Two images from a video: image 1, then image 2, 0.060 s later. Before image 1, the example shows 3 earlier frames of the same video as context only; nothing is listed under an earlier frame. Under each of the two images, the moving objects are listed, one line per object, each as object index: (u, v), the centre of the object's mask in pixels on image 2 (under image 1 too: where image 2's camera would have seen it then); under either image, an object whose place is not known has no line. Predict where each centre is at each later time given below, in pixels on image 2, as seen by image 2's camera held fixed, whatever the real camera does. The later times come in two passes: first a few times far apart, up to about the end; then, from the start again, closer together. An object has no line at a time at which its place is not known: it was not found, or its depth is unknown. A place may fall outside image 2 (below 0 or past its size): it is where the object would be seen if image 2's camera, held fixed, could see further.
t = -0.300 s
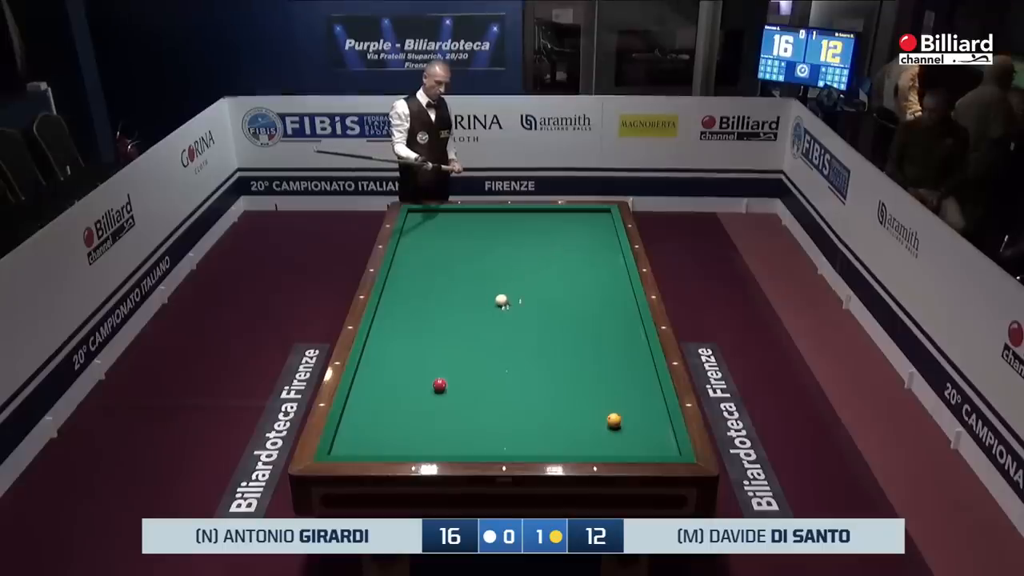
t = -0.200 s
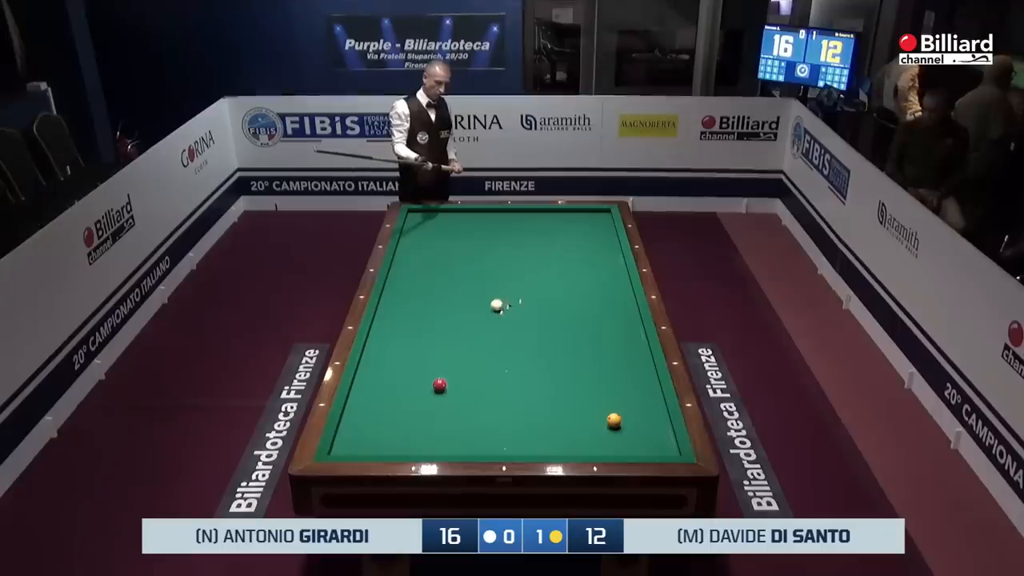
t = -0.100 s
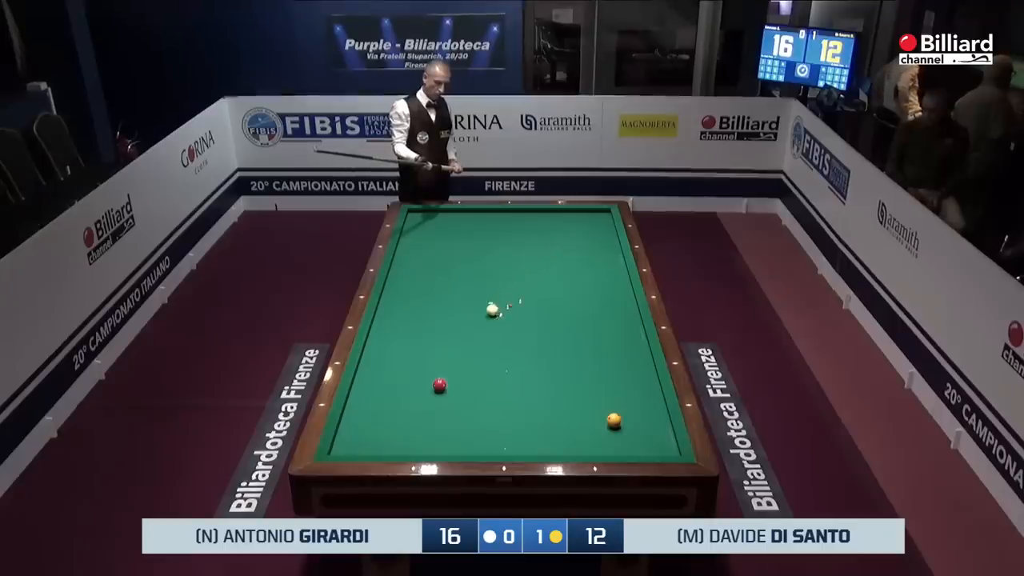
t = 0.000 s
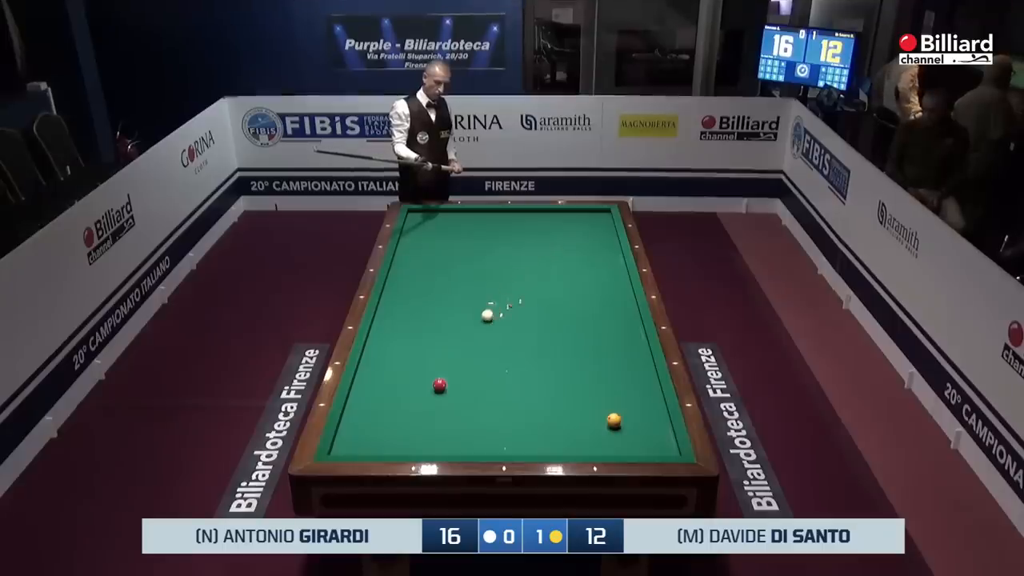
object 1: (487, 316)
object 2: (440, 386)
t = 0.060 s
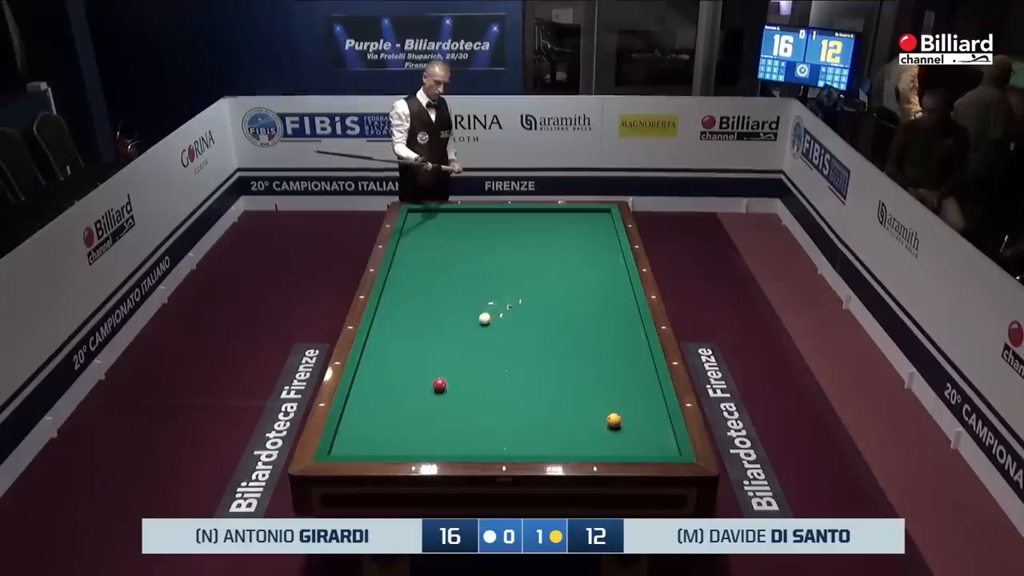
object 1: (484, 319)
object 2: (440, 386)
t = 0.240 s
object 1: (476, 329)
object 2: (440, 386)
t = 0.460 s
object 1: (465, 341)
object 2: (440, 386)
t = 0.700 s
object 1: (453, 355)
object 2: (440, 386)
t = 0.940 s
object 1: (440, 370)
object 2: (440, 386)
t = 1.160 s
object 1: (426, 382)
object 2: (441, 387)
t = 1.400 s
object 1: (408, 394)
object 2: (445, 390)
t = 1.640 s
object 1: (388, 405)
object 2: (449, 393)
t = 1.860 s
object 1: (370, 416)
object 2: (453, 396)
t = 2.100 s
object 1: (351, 428)
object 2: (456, 399)
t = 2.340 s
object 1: (345, 439)
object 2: (459, 402)
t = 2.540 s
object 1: (350, 446)
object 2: (462, 404)
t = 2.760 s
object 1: (357, 449)
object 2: (464, 406)
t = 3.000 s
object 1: (367, 447)
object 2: (466, 407)
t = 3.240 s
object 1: (375, 443)
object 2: (468, 409)
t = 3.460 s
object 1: (383, 439)
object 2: (470, 410)
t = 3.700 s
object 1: (391, 434)
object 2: (471, 411)
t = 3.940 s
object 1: (399, 430)
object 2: (473, 412)
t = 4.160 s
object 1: (405, 428)
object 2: (473, 412)
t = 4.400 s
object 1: (411, 424)
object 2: (474, 412)
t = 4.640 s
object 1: (417, 421)
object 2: (474, 412)
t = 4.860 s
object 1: (422, 419)
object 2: (474, 412)
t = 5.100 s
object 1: (427, 416)
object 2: (474, 412)
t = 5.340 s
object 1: (431, 414)
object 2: (474, 412)
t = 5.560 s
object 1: (434, 412)
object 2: (474, 412)
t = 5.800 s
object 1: (438, 410)
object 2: (474, 412)
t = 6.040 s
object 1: (440, 409)
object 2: (474, 412)
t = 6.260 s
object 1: (443, 408)
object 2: (474, 412)
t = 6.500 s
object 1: (445, 407)
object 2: (474, 412)
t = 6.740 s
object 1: (446, 406)
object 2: (474, 412)
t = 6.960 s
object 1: (448, 405)
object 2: (474, 412)
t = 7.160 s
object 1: (448, 405)
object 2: (474, 412)
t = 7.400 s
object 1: (449, 405)
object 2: (474, 412)
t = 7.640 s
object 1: (449, 405)
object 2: (474, 412)
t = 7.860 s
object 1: (449, 405)
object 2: (474, 412)
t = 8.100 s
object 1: (449, 405)
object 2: (474, 412)
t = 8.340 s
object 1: (449, 405)
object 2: (474, 412)
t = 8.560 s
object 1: (449, 405)
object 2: (474, 412)
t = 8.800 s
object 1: (449, 405)
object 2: (474, 412)
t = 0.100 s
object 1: (482, 321)
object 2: (440, 386)
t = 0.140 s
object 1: (480, 323)
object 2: (440, 386)
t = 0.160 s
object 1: (480, 325)
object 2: (440, 386)
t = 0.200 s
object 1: (478, 327)
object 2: (440, 386)
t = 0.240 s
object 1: (476, 329)
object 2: (440, 386)
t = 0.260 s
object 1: (475, 330)
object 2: (440, 386)
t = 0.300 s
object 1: (473, 332)
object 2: (440, 386)
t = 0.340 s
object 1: (471, 334)
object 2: (440, 386)
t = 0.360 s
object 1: (470, 335)
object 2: (440, 386)
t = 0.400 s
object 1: (468, 338)
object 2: (440, 386)
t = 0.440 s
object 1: (466, 340)
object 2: (440, 386)
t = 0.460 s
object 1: (465, 341)
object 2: (440, 386)
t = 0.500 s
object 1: (463, 344)
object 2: (440, 386)
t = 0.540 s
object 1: (461, 346)
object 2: (440, 386)
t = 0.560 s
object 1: (460, 347)
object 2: (440, 386)
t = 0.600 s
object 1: (458, 349)
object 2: (440, 386)
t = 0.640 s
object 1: (456, 352)
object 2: (440, 386)
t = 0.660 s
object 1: (455, 353)
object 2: (440, 386)
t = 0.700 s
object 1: (453, 355)
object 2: (440, 386)
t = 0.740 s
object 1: (451, 358)
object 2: (440, 386)
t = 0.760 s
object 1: (450, 359)
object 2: (440, 386)
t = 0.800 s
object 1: (448, 361)
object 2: (440, 386)
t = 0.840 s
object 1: (445, 364)
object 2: (440, 386)
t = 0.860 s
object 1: (444, 365)
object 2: (440, 386)
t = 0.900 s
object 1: (442, 367)
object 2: (440, 386)
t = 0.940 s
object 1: (440, 370)
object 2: (440, 386)
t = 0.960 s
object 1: (438, 370)
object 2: (440, 386)
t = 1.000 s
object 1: (436, 372)
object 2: (440, 386)
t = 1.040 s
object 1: (434, 375)
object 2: (440, 386)
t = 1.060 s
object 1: (432, 376)
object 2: (440, 386)
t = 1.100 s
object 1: (430, 378)
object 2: (440, 386)
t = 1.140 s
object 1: (428, 381)
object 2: (441, 386)
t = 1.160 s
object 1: (426, 382)
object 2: (441, 387)
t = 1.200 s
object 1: (423, 384)
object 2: (442, 387)
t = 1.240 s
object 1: (420, 386)
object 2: (442, 388)
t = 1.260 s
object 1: (419, 387)
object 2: (443, 388)
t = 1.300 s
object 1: (416, 389)
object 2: (443, 389)
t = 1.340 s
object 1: (412, 391)
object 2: (444, 389)
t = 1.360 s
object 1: (411, 391)
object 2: (444, 390)
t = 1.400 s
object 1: (408, 394)
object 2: (445, 390)
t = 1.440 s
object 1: (405, 395)
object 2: (446, 391)
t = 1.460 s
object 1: (403, 396)
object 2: (446, 391)
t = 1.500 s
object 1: (400, 398)
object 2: (447, 391)
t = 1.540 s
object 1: (397, 400)
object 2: (448, 392)
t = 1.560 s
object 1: (395, 402)
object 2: (448, 392)
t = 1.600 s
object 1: (392, 403)
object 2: (449, 393)
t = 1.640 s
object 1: (388, 405)
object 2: (449, 393)
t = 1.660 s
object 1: (387, 406)
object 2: (450, 394)
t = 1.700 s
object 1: (384, 408)
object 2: (450, 394)
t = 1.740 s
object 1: (380, 411)
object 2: (451, 395)
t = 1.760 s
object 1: (379, 411)
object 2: (451, 395)
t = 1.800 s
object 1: (375, 414)
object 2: (452, 395)
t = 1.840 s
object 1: (372, 416)
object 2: (453, 396)
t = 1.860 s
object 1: (370, 416)
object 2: (453, 396)
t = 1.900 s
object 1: (367, 418)
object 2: (453, 397)
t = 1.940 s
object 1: (364, 421)
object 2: (454, 397)
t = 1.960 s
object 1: (362, 422)
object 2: (454, 397)
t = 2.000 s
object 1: (359, 424)
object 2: (455, 398)
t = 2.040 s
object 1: (356, 425)
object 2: (455, 398)
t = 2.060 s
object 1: (354, 426)
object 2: (456, 398)
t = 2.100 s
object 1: (351, 428)
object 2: (456, 399)
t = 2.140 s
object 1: (347, 431)
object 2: (457, 399)
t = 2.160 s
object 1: (346, 432)
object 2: (457, 400)
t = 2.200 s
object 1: (342, 434)
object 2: (458, 400)
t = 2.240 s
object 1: (343, 435)
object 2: (458, 401)
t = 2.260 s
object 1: (343, 436)
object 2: (459, 401)
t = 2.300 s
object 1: (344, 438)
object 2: (459, 401)
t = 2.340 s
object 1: (345, 439)
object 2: (459, 402)
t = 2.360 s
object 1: (345, 440)
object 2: (460, 402)
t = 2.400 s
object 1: (346, 441)
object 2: (460, 402)
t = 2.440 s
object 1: (347, 442)
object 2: (461, 402)
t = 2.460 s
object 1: (348, 444)
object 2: (461, 403)
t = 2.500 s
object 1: (349, 444)
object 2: (461, 403)
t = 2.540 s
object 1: (350, 446)
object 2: (462, 404)
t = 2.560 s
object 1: (351, 447)
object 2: (462, 404)
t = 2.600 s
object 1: (352, 447)
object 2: (462, 404)
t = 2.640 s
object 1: (353, 448)
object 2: (463, 405)
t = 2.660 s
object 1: (353, 448)
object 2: (463, 405)
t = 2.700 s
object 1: (354, 449)
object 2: (464, 405)
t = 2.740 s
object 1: (356, 450)
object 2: (464, 406)
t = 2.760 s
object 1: (357, 449)
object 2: (464, 406)
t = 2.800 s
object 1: (358, 448)
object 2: (465, 406)
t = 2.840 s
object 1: (360, 448)
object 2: (465, 406)
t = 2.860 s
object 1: (361, 448)
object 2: (465, 406)
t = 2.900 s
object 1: (362, 448)
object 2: (466, 406)
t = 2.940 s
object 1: (364, 447)
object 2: (466, 407)
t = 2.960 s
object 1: (365, 447)
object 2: (466, 407)
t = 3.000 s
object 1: (367, 447)
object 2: (466, 407)
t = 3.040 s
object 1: (368, 446)
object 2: (467, 407)
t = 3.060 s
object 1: (369, 446)
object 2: (467, 408)
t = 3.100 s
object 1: (370, 445)
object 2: (467, 408)
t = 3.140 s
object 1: (372, 444)
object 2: (468, 408)
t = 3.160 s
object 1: (373, 444)
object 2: (468, 408)
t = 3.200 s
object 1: (374, 443)
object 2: (468, 409)
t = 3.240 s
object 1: (375, 443)
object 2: (468, 409)
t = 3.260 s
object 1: (376, 442)
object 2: (469, 409)
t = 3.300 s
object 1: (378, 441)
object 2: (469, 409)
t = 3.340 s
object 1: (379, 440)
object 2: (469, 409)
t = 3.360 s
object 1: (380, 440)
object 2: (469, 410)
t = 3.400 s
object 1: (381, 439)
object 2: (470, 410)
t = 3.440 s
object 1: (383, 438)
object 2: (470, 410)
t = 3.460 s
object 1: (383, 439)
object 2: (470, 410)
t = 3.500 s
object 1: (385, 437)
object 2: (470, 410)
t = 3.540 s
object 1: (386, 437)
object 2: (470, 410)
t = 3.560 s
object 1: (387, 436)
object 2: (471, 411)
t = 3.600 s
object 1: (388, 436)
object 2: (471, 411)
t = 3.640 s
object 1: (389, 435)
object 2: (471, 411)
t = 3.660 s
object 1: (390, 435)
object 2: (471, 411)
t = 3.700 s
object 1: (391, 434)
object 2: (471, 411)
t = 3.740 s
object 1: (393, 433)
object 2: (472, 411)
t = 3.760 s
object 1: (393, 433)
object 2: (472, 411)
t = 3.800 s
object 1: (395, 432)
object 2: (472, 411)
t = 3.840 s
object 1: (396, 431)
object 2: (472, 411)
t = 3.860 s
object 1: (396, 431)
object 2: (472, 411)
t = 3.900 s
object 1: (398, 430)
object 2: (472, 411)
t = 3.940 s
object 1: (399, 430)
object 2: (473, 412)
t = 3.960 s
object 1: (399, 430)
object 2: (473, 412)
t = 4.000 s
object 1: (401, 429)
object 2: (473, 412)
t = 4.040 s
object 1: (402, 429)
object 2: (473, 412)
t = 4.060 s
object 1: (402, 428)
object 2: (473, 412)
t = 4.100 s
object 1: (403, 427)
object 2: (473, 412)
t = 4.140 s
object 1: (404, 428)
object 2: (473, 412)
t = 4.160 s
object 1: (405, 428)
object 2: (473, 412)
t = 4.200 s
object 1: (406, 427)
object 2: (473, 412)
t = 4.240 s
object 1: (407, 426)
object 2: (473, 412)
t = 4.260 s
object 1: (408, 426)
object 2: (473, 412)
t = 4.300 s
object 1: (409, 426)
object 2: (473, 412)
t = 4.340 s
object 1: (410, 425)
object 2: (474, 412)
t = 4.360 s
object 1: (410, 425)
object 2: (474, 412)
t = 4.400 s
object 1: (411, 424)
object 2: (474, 412)
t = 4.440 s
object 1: (412, 424)
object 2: (474, 412)
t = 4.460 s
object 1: (413, 423)
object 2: (474, 412)
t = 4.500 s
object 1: (414, 422)
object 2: (474, 412)
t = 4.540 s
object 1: (415, 422)
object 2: (474, 412)
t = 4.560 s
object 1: (415, 422)
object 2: (474, 412)
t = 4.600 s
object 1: (416, 421)
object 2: (474, 412)
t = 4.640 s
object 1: (417, 421)
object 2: (474, 412)
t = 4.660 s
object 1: (418, 420)
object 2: (474, 412)
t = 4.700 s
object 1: (418, 420)
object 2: (474, 412)
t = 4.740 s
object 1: (419, 420)
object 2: (474, 412)
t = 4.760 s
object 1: (420, 419)
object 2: (474, 412)
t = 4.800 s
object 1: (421, 419)
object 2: (474, 412)
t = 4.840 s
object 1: (421, 418)
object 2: (474, 412)
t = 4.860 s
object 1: (422, 419)
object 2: (474, 412)
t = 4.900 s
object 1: (423, 418)
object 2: (474, 412)
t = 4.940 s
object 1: (423, 418)
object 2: (474, 412)
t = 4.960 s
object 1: (424, 418)
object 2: (474, 412)
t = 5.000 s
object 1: (425, 417)
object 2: (474, 412)
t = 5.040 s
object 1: (426, 416)
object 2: (474, 412)
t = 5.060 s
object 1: (426, 417)
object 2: (474, 412)
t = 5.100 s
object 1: (427, 416)
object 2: (474, 412)
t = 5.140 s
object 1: (427, 415)
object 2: (474, 412)
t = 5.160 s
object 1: (428, 415)
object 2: (474, 412)
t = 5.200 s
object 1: (428, 415)
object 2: (474, 412)
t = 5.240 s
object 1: (429, 415)
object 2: (474, 412)
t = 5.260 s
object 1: (430, 415)
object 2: (474, 412)
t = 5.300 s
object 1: (430, 414)
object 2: (474, 412)
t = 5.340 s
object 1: (431, 414)
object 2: (474, 412)
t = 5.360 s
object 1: (431, 414)
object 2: (474, 412)
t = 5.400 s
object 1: (432, 414)
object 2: (474, 412)
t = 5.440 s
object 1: (432, 413)
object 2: (474, 412)
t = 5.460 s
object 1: (433, 413)
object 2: (474, 412)
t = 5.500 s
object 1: (433, 413)
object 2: (474, 412)
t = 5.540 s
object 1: (434, 412)
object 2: (474, 412)
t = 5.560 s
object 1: (434, 412)
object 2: (474, 412)
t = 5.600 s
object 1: (435, 412)
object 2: (474, 412)
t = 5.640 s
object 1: (435, 412)
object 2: (474, 412)
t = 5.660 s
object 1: (436, 412)
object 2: (474, 412)
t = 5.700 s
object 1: (436, 411)
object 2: (474, 412)
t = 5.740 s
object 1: (436, 411)
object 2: (474, 412)
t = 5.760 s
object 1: (437, 411)
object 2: (474, 412)
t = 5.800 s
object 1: (438, 410)
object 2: (474, 412)
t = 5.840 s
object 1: (438, 410)
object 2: (474, 412)
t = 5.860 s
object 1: (438, 410)
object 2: (474, 412)
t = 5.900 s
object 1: (439, 410)
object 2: (474, 412)
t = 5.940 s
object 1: (439, 410)
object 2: (474, 412)
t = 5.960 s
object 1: (439, 410)
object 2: (474, 412)
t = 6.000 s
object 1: (440, 410)
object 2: (474, 412)
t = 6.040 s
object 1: (440, 409)
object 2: (474, 412)
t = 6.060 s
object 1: (441, 409)
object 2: (474, 412)
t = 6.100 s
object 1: (441, 409)
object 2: (474, 412)
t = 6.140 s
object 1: (441, 408)
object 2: (474, 412)
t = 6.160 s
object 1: (442, 408)
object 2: (474, 412)
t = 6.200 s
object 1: (442, 408)
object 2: (474, 412)
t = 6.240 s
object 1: (442, 408)
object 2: (474, 412)
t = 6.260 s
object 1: (443, 408)
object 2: (474, 412)
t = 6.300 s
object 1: (443, 408)
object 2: (474, 412)
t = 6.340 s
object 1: (443, 408)
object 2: (474, 412)
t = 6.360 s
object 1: (443, 408)
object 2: (474, 412)
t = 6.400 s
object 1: (444, 407)
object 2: (474, 412)
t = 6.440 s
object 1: (444, 407)
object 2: (474, 412)
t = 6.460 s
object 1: (444, 407)
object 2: (474, 412)
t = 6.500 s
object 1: (445, 407)
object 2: (474, 412)
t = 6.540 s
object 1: (445, 407)
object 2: (474, 412)
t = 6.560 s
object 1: (445, 407)
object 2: (474, 412)
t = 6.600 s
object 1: (445, 407)
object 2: (474, 412)
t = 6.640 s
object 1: (446, 406)
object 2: (474, 412)
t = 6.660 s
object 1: (446, 406)
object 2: (474, 412)
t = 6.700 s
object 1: (446, 406)
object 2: (474, 412)
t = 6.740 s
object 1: (446, 406)
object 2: (474, 412)
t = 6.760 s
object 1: (447, 406)
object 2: (474, 412)
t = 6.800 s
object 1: (447, 406)
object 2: (474, 412)
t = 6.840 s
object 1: (447, 406)
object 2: (474, 412)
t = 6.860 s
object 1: (447, 406)
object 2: (474, 412)
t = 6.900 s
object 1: (447, 406)
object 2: (474, 412)
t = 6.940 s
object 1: (448, 405)
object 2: (474, 412)
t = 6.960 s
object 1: (448, 405)
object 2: (474, 412)
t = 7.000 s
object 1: (448, 405)
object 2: (474, 412)
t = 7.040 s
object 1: (448, 405)
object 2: (474, 412)
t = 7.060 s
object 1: (448, 405)
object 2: (474, 412)
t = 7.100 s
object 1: (448, 405)
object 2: (474, 412)
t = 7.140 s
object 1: (448, 405)
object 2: (474, 412)
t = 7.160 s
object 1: (448, 405)
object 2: (474, 412)
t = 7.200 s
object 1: (448, 405)
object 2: (474, 412)
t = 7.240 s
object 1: (448, 405)
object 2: (474, 412)
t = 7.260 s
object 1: (449, 405)
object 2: (474, 412)
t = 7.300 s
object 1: (449, 405)
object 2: (474, 412)
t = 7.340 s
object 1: (448, 405)
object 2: (474, 412)
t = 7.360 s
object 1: (449, 405)
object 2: (474, 412)
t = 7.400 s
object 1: (449, 405)
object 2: (474, 412)
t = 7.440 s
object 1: (449, 405)
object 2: (474, 412)
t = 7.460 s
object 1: (449, 405)
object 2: (474, 412)
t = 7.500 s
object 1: (449, 405)
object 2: (474, 412)
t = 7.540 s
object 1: (449, 405)
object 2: (474, 412)
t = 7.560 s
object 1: (449, 405)
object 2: (474, 412)
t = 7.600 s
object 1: (449, 405)
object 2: (474, 412)
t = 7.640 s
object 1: (449, 405)
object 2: (474, 412)
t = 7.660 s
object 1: (449, 405)
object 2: (474, 412)
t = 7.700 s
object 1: (449, 405)
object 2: (474, 412)
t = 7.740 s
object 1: (449, 405)
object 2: (474, 412)
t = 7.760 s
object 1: (449, 405)
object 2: (474, 412)
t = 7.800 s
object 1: (449, 405)
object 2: (474, 412)
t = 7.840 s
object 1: (449, 405)
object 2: (474, 412)
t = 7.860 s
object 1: (449, 405)
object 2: (474, 412)
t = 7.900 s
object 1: (449, 405)
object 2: (474, 412)
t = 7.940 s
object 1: (449, 405)
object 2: (474, 412)
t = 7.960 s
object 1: (449, 405)
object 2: (474, 412)
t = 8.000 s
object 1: (449, 405)
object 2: (474, 412)
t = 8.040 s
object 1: (449, 405)
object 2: (474, 412)
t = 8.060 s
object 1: (449, 405)
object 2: (474, 412)
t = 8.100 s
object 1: (449, 405)
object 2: (474, 412)
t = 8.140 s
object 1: (449, 405)
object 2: (474, 412)
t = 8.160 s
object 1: (449, 405)
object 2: (474, 412)
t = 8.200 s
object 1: (449, 405)
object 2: (474, 412)
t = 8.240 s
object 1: (449, 405)
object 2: (474, 412)
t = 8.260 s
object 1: (449, 405)
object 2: (474, 412)
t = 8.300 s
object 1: (449, 405)
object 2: (474, 412)
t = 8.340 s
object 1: (449, 405)
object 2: (474, 412)
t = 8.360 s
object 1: (449, 405)
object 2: (474, 412)
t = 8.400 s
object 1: (449, 405)
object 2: (474, 412)
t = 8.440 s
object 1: (449, 405)
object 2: (474, 412)
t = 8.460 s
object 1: (449, 405)
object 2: (474, 412)
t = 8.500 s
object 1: (449, 405)
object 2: (474, 412)
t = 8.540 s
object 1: (448, 405)
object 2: (474, 412)
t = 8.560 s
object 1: (449, 405)
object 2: (474, 412)
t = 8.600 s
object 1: (449, 404)
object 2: (474, 412)
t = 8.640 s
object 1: (449, 404)
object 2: (474, 412)
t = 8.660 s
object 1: (449, 405)
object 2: (474, 412)
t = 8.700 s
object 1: (449, 405)
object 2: (474, 412)
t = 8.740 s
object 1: (448, 405)
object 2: (474, 412)
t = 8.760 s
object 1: (449, 405)
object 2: (474, 412)
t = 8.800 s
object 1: (449, 405)
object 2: (474, 412)
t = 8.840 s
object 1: (449, 404)
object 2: (474, 412)
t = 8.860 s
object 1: (449, 405)
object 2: (474, 412)
